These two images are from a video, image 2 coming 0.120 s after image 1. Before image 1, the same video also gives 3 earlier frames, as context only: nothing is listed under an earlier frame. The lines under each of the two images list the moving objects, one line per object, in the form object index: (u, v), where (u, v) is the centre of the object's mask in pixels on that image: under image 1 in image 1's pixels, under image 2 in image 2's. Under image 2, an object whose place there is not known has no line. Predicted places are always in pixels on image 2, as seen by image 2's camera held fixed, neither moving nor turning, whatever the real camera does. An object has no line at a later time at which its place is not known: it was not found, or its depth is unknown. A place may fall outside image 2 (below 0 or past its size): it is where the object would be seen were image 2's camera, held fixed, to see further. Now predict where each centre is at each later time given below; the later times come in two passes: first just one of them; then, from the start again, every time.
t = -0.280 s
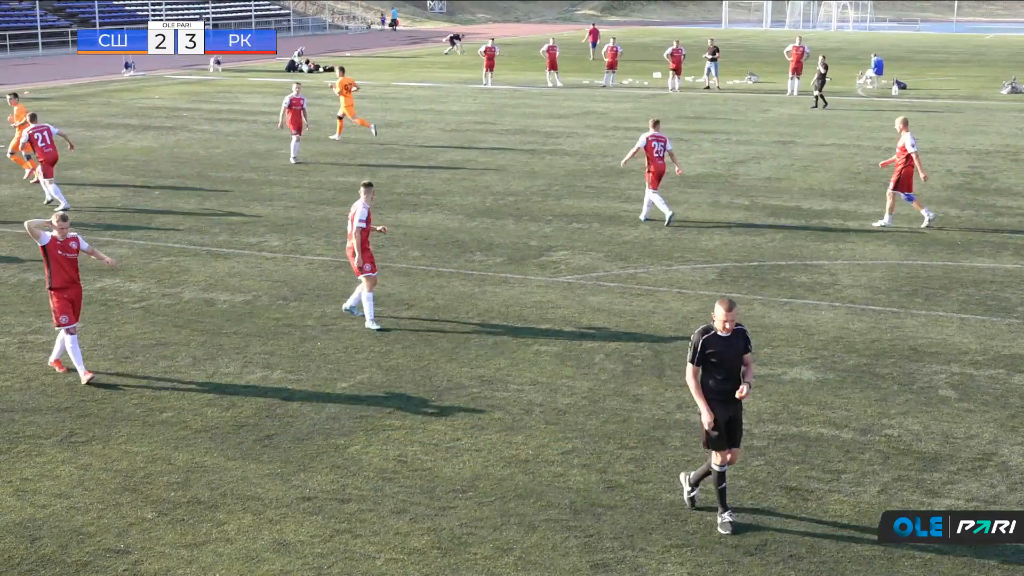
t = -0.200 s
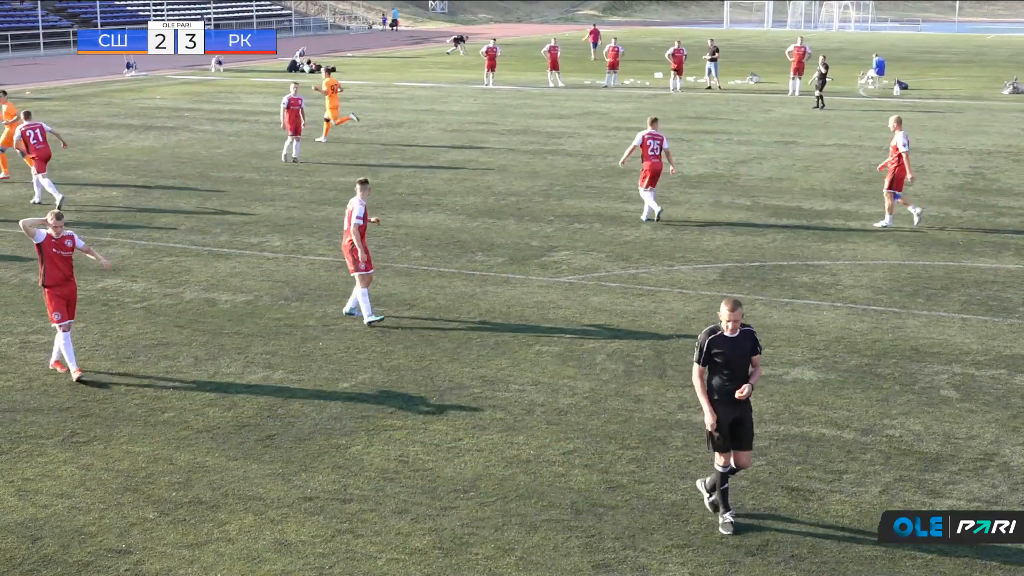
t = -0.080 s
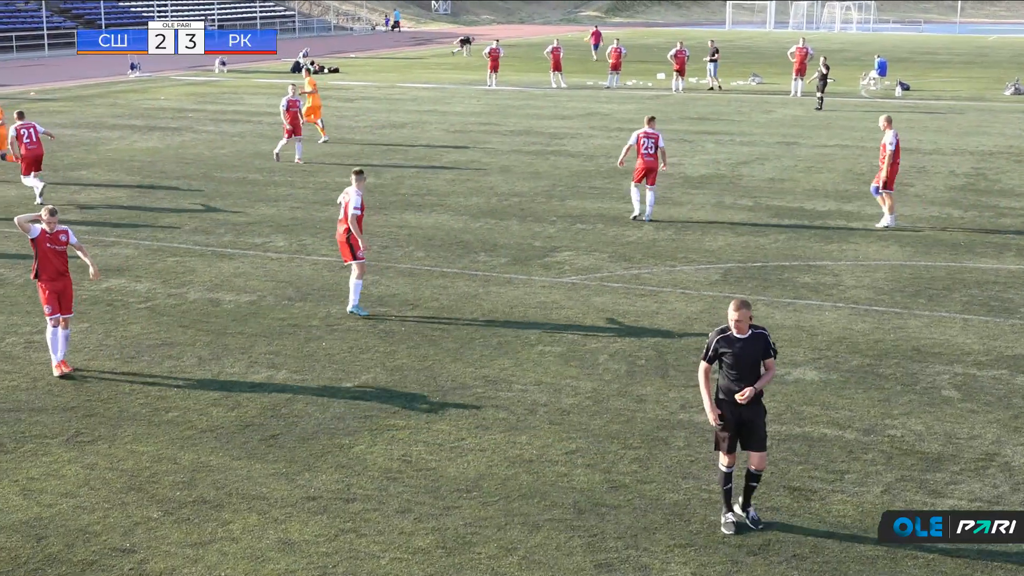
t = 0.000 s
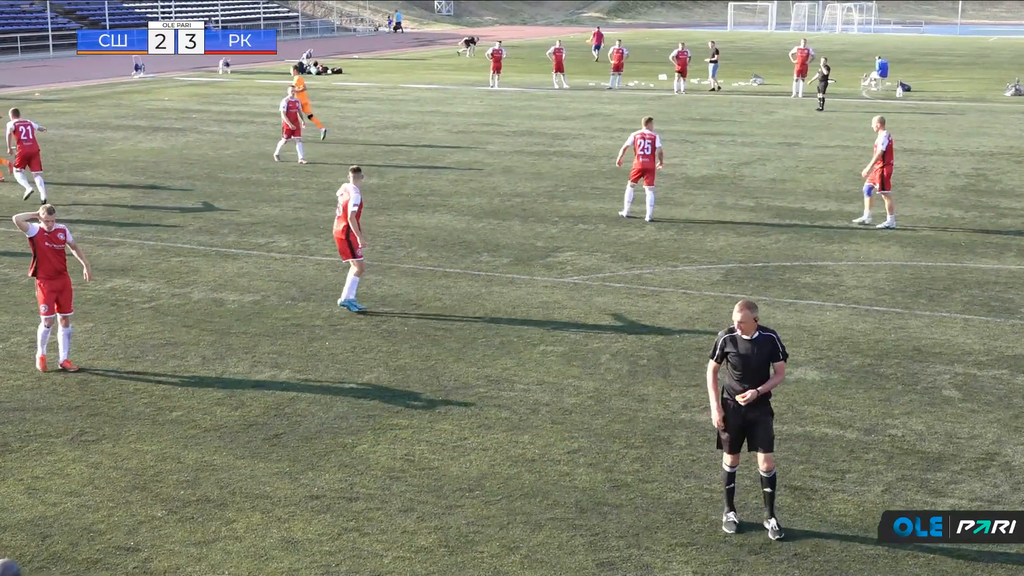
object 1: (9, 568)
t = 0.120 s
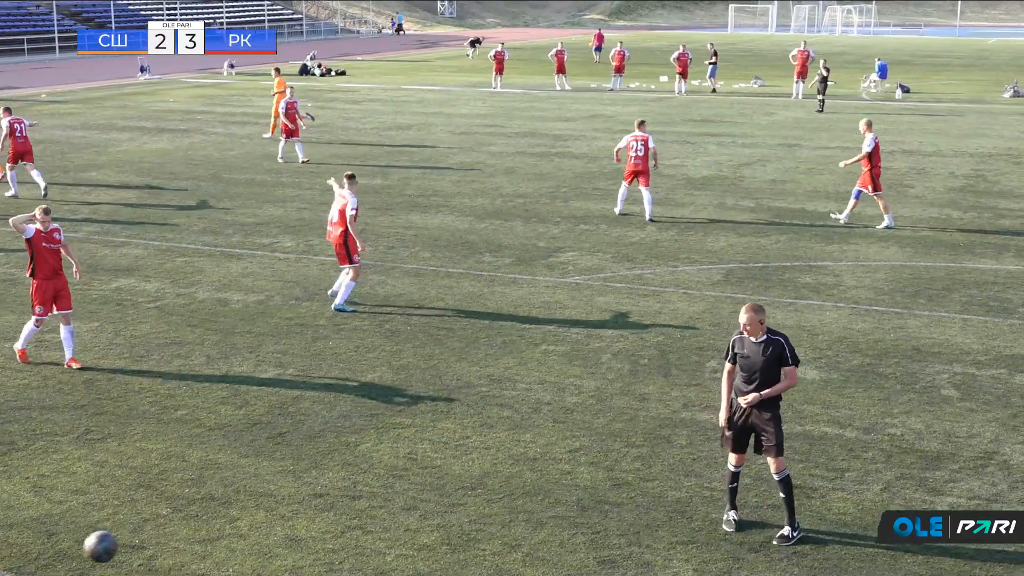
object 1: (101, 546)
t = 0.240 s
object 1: (188, 544)
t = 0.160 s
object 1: (129, 543)
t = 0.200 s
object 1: (158, 542)
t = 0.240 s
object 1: (188, 544)
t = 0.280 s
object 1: (216, 547)
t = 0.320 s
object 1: (243, 553)
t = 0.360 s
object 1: (270, 560)
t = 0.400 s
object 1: (289, 553)
